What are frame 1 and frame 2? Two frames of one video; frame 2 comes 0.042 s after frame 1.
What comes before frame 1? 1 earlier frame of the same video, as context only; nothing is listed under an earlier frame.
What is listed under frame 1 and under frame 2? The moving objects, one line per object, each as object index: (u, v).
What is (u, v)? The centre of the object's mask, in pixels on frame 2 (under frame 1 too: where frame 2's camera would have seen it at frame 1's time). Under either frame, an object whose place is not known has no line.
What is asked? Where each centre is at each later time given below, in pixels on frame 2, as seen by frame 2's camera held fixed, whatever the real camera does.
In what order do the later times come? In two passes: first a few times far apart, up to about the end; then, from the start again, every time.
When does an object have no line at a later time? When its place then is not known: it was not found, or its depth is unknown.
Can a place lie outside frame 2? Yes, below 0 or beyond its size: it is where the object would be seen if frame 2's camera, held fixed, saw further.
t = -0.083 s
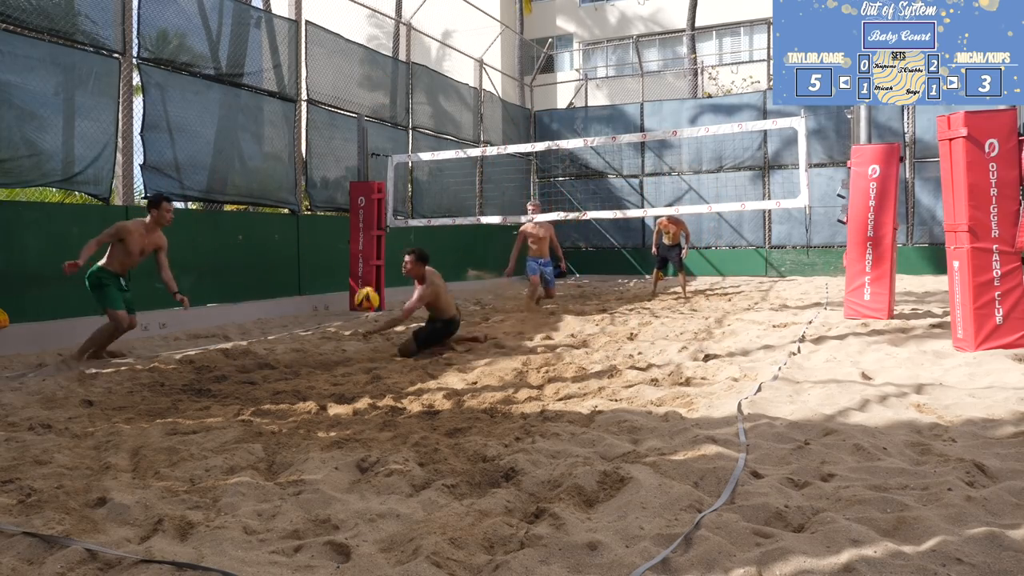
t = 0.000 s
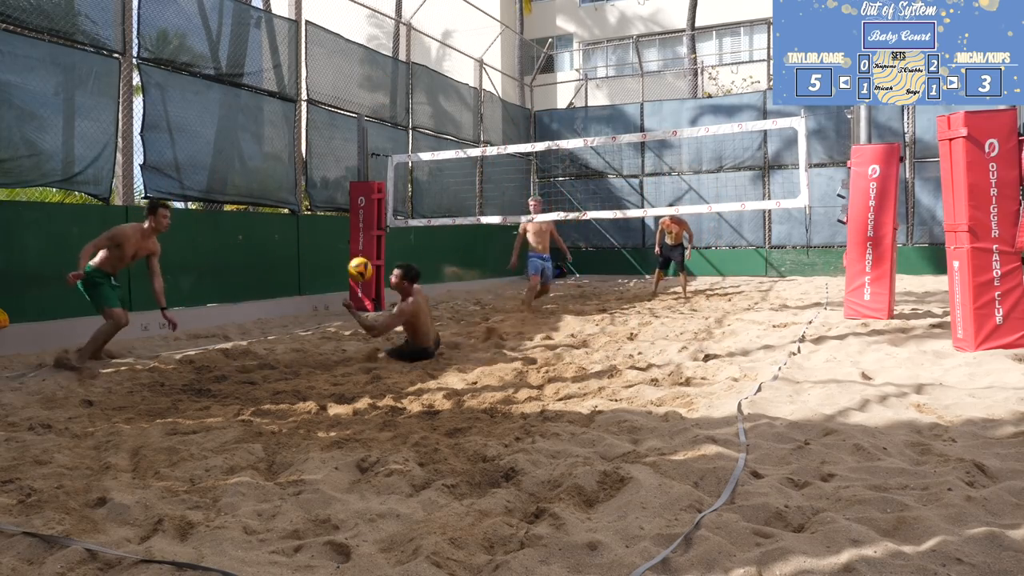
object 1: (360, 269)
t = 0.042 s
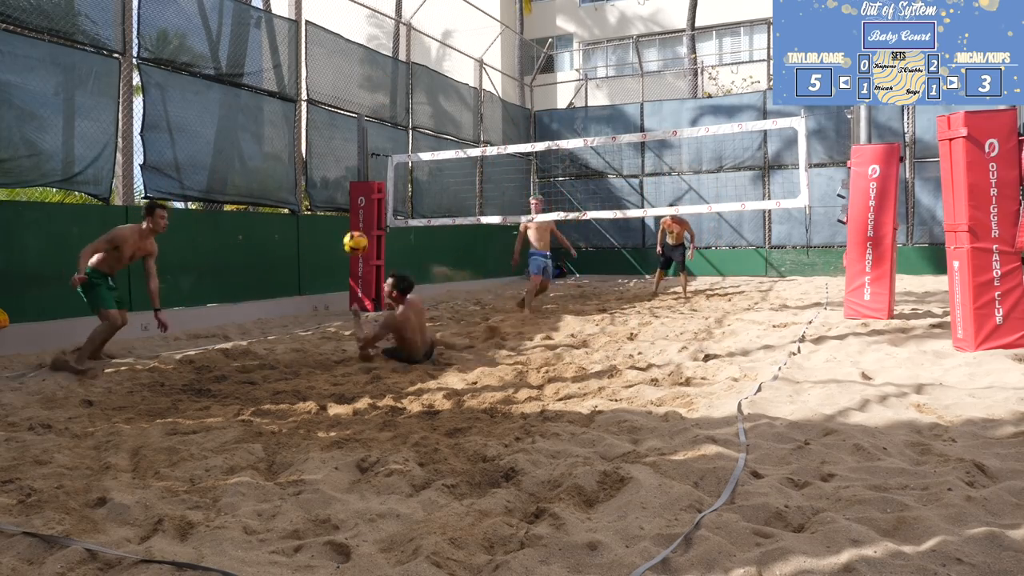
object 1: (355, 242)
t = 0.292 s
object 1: (334, 135)
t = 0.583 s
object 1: (321, 105)
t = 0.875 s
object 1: (312, 152)
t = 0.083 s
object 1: (351, 219)
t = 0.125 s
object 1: (348, 197)
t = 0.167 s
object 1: (345, 179)
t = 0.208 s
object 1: (342, 162)
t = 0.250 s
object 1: (339, 148)
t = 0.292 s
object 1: (334, 135)
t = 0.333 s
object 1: (333, 126)
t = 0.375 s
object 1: (331, 118)
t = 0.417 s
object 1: (328, 112)
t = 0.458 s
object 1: (326, 107)
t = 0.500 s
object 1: (325, 105)
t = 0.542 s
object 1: (322, 104)
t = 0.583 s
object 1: (321, 105)
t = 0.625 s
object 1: (319, 107)
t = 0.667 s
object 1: (317, 111)
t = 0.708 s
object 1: (316, 117)
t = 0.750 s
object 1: (315, 124)
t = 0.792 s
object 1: (314, 132)
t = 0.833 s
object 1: (313, 142)
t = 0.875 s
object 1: (312, 152)
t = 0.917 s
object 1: (310, 164)
